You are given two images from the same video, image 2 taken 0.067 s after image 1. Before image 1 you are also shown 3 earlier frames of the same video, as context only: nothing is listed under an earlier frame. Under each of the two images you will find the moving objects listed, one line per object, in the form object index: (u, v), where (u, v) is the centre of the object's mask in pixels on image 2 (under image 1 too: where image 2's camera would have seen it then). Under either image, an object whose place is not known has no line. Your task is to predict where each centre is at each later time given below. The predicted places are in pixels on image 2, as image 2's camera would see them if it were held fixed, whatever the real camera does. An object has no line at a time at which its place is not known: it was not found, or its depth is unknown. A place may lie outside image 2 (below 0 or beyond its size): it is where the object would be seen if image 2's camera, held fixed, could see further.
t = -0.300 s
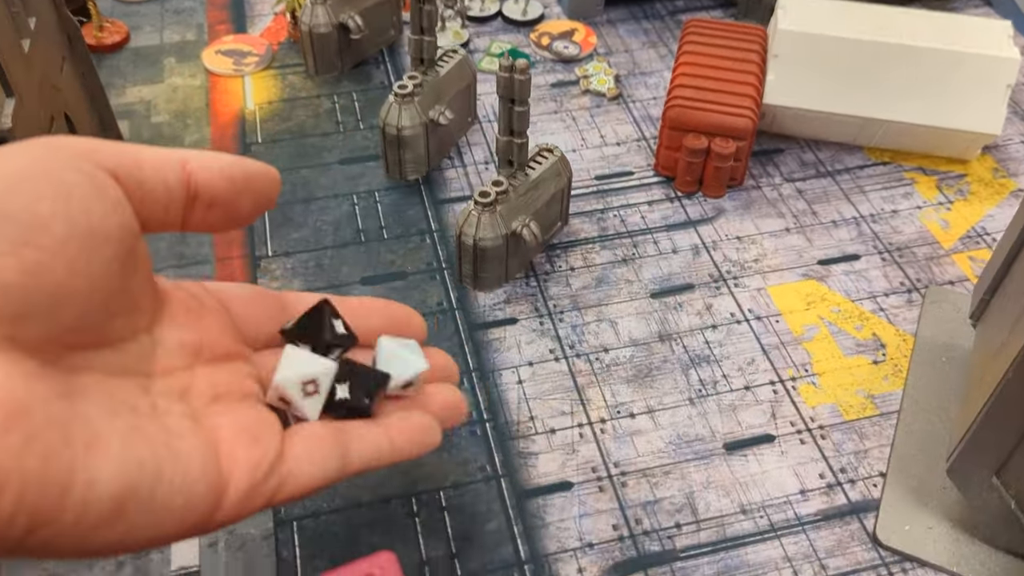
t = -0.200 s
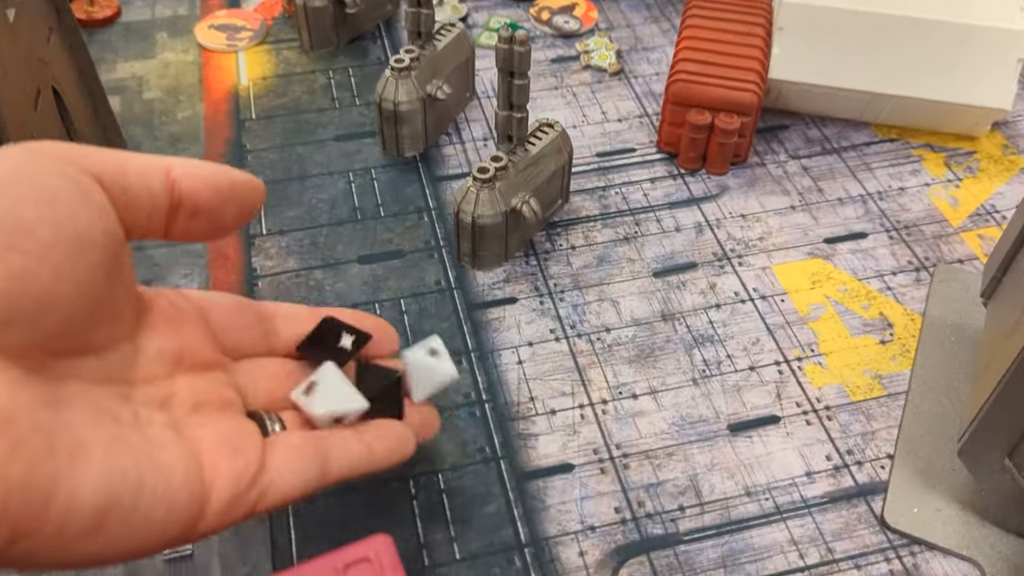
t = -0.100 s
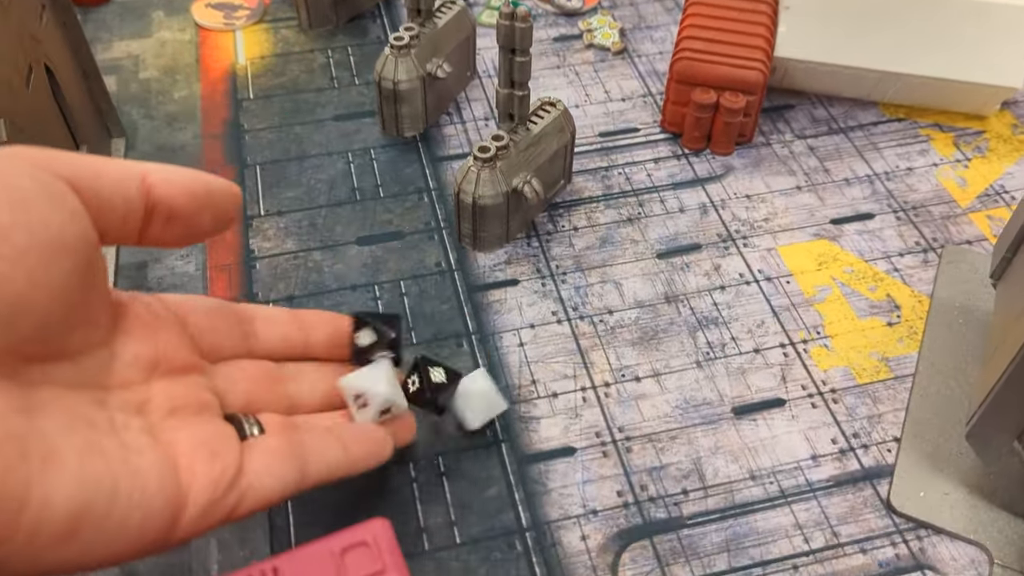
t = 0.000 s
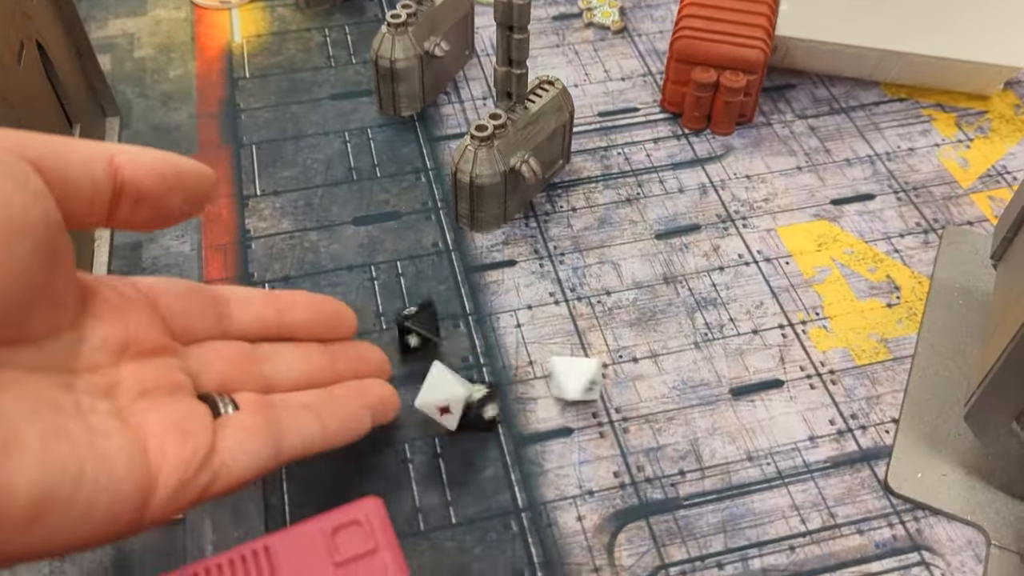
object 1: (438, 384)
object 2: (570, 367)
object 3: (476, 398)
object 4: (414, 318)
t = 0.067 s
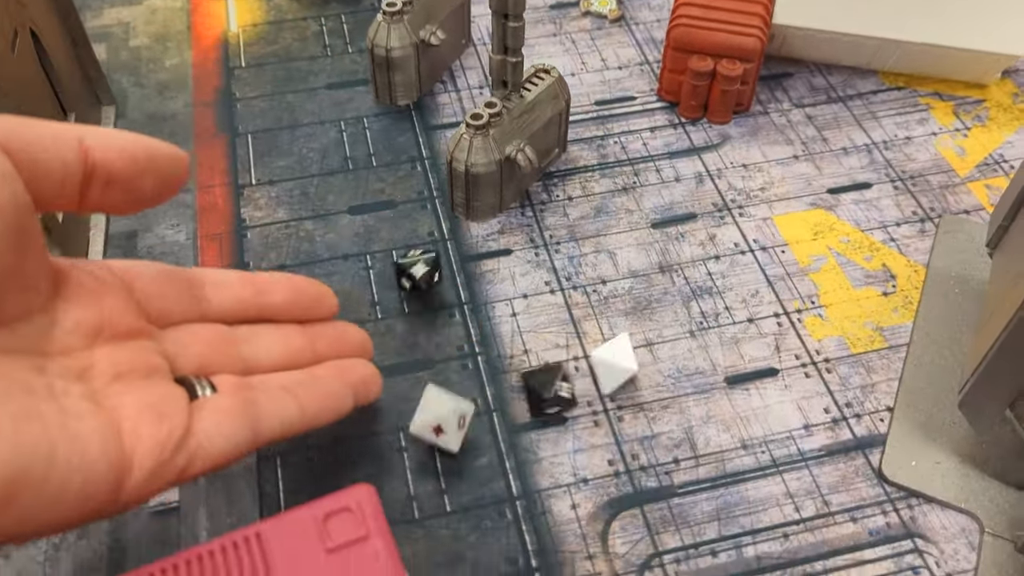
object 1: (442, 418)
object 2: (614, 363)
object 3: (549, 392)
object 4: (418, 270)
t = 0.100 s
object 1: (449, 434)
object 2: (631, 365)
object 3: (579, 390)
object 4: (422, 256)
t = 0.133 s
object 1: (456, 451)
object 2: (645, 367)
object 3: (603, 390)
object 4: (422, 245)
